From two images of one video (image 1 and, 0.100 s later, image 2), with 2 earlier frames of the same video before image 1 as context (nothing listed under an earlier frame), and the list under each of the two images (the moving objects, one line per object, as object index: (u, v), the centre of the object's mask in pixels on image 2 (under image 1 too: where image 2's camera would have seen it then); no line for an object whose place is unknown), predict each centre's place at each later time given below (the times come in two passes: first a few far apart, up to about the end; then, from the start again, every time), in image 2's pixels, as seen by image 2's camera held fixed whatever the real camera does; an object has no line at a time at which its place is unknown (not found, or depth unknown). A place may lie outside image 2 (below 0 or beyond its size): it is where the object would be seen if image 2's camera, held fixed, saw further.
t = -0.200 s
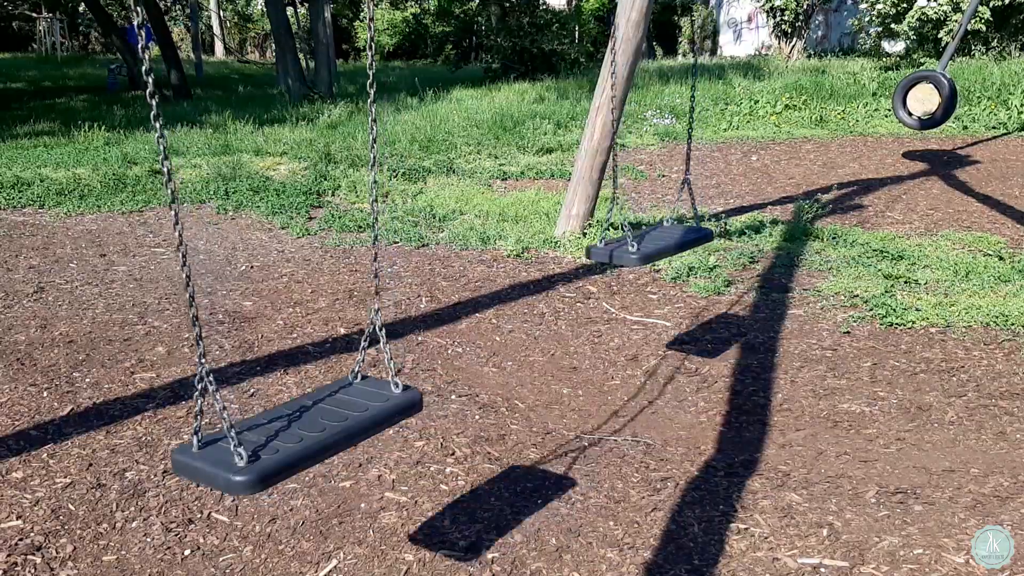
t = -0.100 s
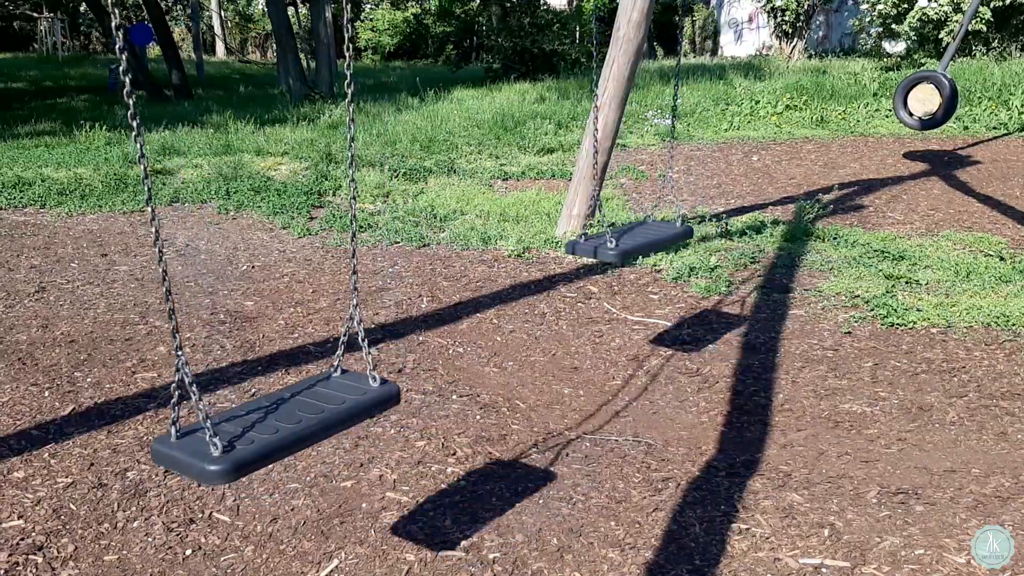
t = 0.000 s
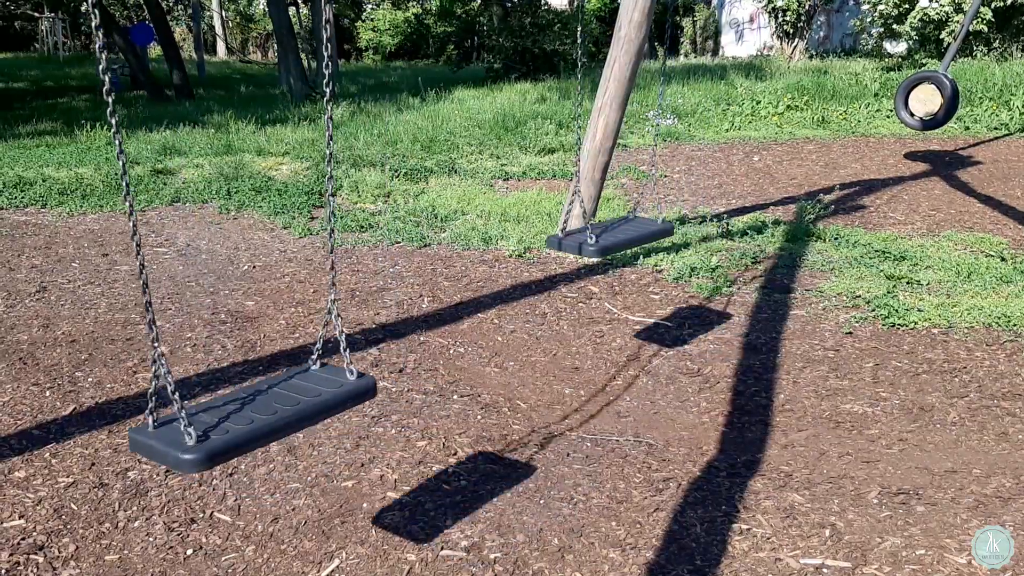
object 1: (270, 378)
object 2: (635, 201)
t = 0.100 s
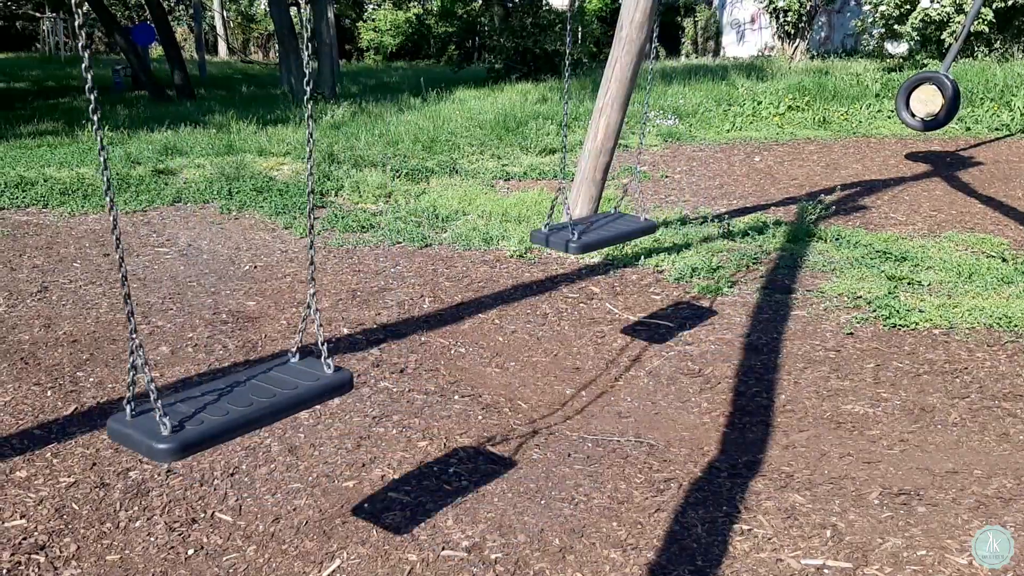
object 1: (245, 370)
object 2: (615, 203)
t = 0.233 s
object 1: (215, 359)
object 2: (599, 191)
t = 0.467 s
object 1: (168, 343)
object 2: (572, 189)
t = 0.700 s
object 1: (135, 339)
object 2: (569, 186)
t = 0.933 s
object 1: (126, 332)
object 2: (580, 184)
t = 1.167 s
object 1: (134, 334)
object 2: (601, 191)
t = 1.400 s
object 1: (156, 346)
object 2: (637, 200)
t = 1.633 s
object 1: (193, 366)
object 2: (687, 204)
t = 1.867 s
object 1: (246, 388)
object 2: (738, 211)
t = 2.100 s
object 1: (310, 401)
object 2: (784, 210)
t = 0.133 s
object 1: (236, 369)
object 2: (610, 200)
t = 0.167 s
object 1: (229, 365)
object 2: (592, 209)
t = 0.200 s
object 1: (221, 362)
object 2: (602, 194)
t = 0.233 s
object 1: (215, 359)
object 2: (599, 191)
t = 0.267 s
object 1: (207, 357)
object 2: (575, 205)
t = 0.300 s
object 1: (200, 354)
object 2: (575, 203)
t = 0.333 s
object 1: (193, 351)
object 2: (567, 203)
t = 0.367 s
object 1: (185, 351)
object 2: (568, 201)
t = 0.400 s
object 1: (180, 347)
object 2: (565, 200)
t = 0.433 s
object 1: (173, 344)
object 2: (574, 193)
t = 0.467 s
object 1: (168, 343)
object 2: (572, 189)
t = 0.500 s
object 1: (161, 343)
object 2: (558, 198)
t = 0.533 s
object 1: (157, 338)
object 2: (554, 198)
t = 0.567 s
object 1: (153, 336)
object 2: (553, 198)
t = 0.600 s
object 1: (149, 334)
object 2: (552, 198)
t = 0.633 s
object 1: (143, 335)
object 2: (555, 197)
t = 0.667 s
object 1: (138, 340)
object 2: (568, 187)
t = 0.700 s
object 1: (135, 339)
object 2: (569, 186)
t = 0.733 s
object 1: (135, 331)
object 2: (571, 181)
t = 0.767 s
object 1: (132, 331)
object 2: (569, 186)
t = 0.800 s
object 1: (128, 337)
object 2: (570, 186)
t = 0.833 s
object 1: (127, 336)
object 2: (574, 180)
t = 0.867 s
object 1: (127, 333)
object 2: (574, 182)
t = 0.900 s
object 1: (127, 332)
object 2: (576, 185)
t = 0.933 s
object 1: (126, 332)
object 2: (580, 184)
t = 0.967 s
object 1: (126, 332)
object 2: (581, 186)
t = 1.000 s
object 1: (126, 329)
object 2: (582, 192)
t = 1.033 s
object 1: (127, 337)
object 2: (586, 191)
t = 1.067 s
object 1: (127, 339)
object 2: (590, 191)
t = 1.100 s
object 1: (128, 340)
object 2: (593, 192)
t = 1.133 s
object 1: (132, 334)
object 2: (596, 195)
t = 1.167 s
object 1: (134, 334)
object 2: (601, 191)
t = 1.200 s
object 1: (136, 335)
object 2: (602, 198)
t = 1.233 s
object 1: (138, 340)
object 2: (608, 198)
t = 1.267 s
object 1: (140, 345)
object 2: (613, 199)
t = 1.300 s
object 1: (144, 338)
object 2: (621, 195)
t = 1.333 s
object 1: (148, 341)
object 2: (626, 197)
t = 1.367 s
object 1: (150, 351)
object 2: (631, 199)
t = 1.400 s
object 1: (156, 346)
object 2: (637, 200)
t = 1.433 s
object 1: (159, 351)
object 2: (643, 201)
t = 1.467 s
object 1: (164, 352)
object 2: (649, 203)
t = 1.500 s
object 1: (170, 353)
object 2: (656, 205)
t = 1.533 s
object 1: (174, 356)
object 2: (664, 204)
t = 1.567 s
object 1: (181, 359)
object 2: (672, 207)
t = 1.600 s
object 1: (187, 360)
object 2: (680, 205)
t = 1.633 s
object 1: (193, 366)
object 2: (687, 204)
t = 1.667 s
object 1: (199, 368)
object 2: (694, 204)
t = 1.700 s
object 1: (207, 371)
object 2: (701, 209)
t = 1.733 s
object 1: (214, 371)
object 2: (708, 210)
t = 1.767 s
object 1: (221, 377)
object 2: (716, 210)
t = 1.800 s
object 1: (230, 376)
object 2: (723, 211)
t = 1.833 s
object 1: (238, 385)
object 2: (730, 212)
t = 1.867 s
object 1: (246, 388)
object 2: (738, 211)
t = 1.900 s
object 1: (255, 388)
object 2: (746, 210)
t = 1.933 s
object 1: (264, 388)
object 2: (753, 210)
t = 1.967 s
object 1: (274, 390)
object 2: (760, 209)
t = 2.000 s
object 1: (282, 394)
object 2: (767, 208)
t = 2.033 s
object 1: (291, 399)
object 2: (772, 208)
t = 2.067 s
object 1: (298, 400)
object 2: (777, 212)
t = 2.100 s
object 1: (310, 401)
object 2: (784, 210)
